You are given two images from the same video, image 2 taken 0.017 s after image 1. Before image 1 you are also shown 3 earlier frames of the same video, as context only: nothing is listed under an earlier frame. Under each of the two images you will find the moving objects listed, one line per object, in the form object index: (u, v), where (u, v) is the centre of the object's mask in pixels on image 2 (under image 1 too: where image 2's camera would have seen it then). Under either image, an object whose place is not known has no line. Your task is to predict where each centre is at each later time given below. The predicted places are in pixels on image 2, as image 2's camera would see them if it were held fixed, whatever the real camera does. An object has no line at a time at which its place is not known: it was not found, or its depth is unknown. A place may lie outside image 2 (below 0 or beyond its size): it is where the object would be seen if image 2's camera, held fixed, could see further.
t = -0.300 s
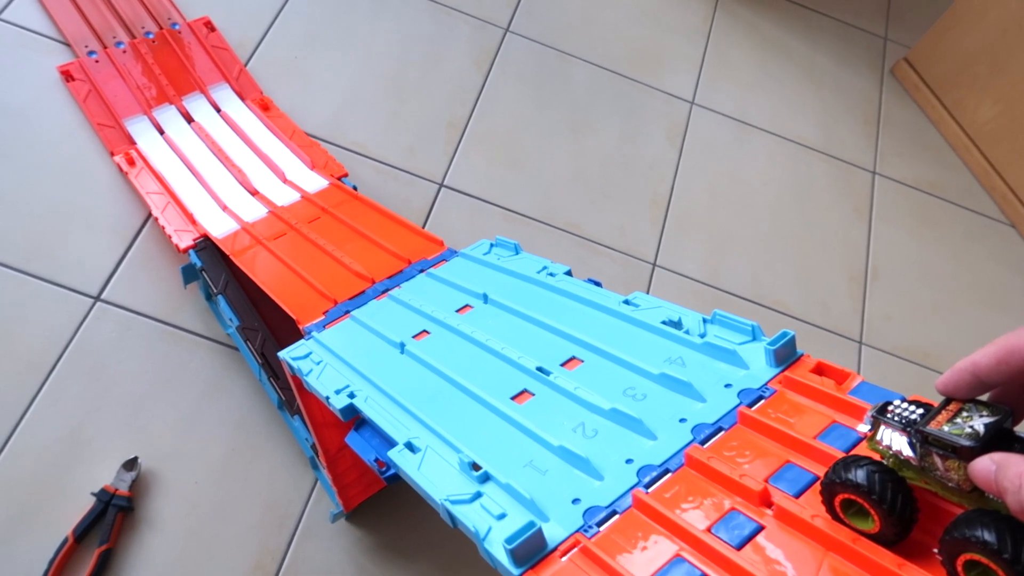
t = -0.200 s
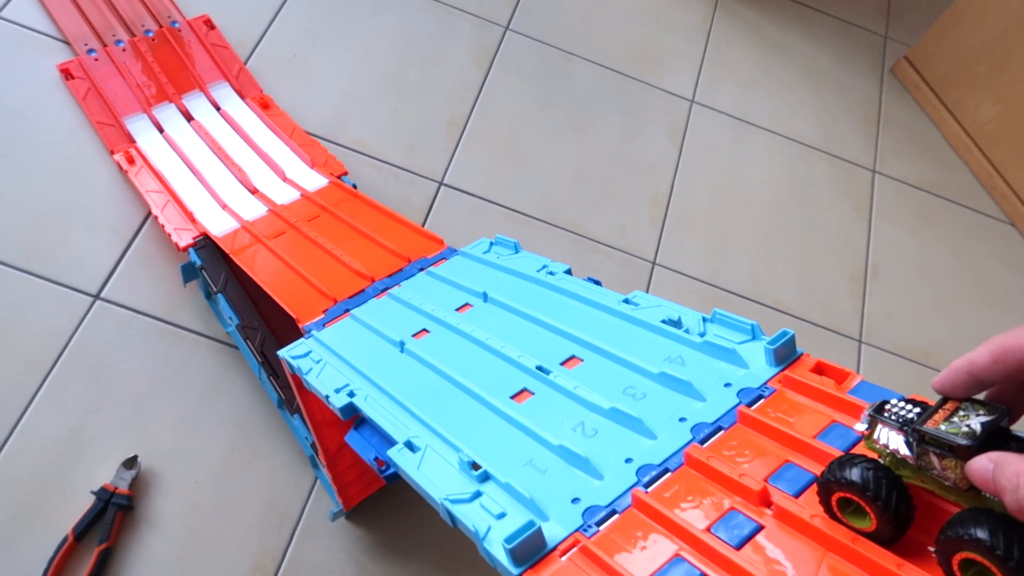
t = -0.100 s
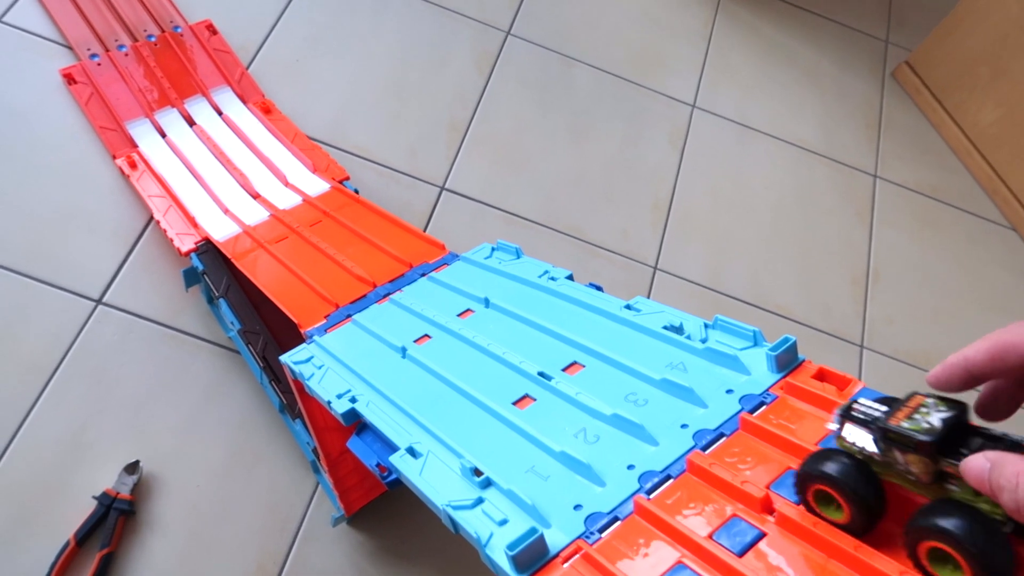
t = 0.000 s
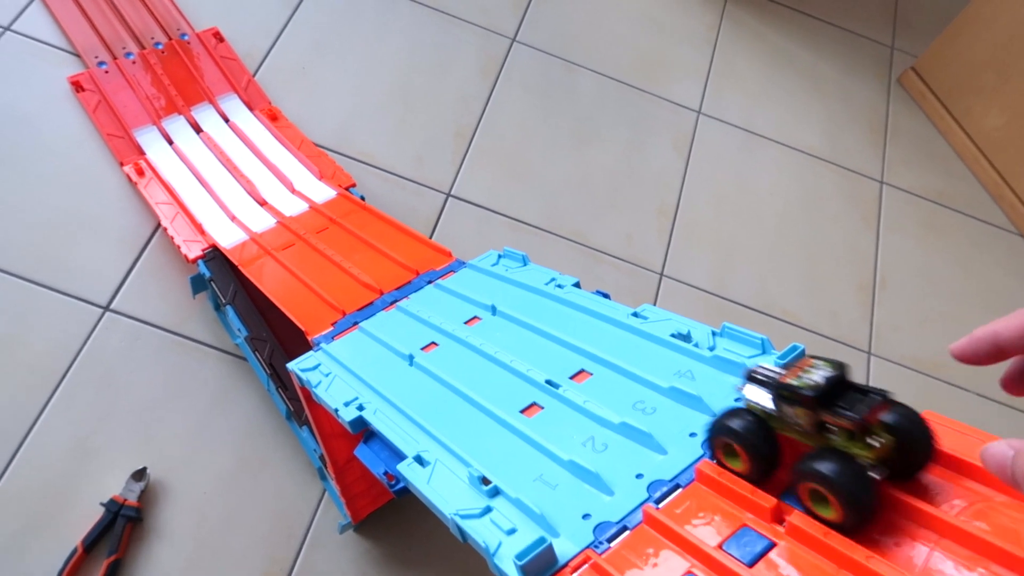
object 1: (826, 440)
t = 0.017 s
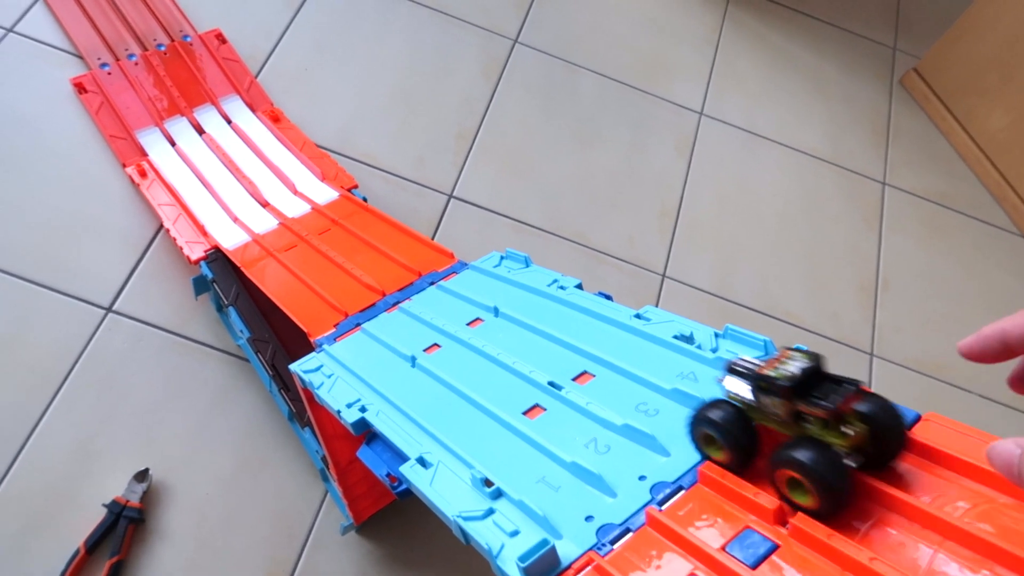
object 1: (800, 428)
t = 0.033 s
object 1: (773, 417)
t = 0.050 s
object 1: (744, 402)
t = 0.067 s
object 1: (718, 390)
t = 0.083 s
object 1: (690, 379)
